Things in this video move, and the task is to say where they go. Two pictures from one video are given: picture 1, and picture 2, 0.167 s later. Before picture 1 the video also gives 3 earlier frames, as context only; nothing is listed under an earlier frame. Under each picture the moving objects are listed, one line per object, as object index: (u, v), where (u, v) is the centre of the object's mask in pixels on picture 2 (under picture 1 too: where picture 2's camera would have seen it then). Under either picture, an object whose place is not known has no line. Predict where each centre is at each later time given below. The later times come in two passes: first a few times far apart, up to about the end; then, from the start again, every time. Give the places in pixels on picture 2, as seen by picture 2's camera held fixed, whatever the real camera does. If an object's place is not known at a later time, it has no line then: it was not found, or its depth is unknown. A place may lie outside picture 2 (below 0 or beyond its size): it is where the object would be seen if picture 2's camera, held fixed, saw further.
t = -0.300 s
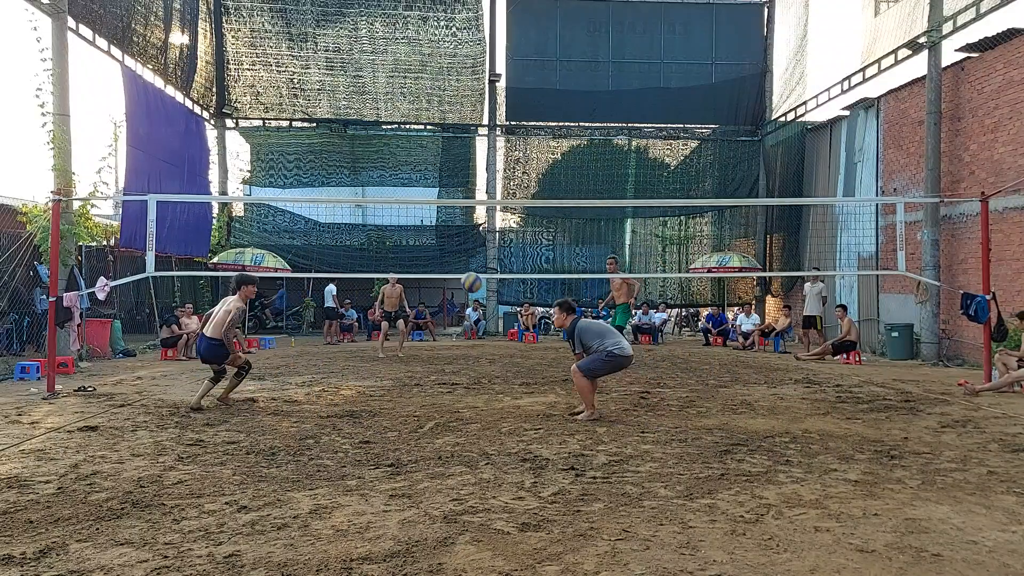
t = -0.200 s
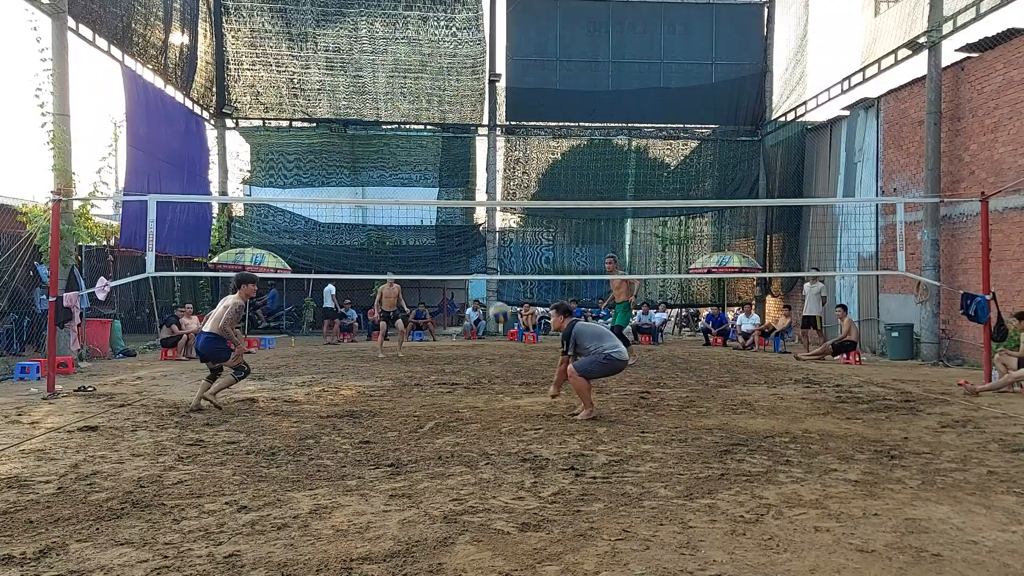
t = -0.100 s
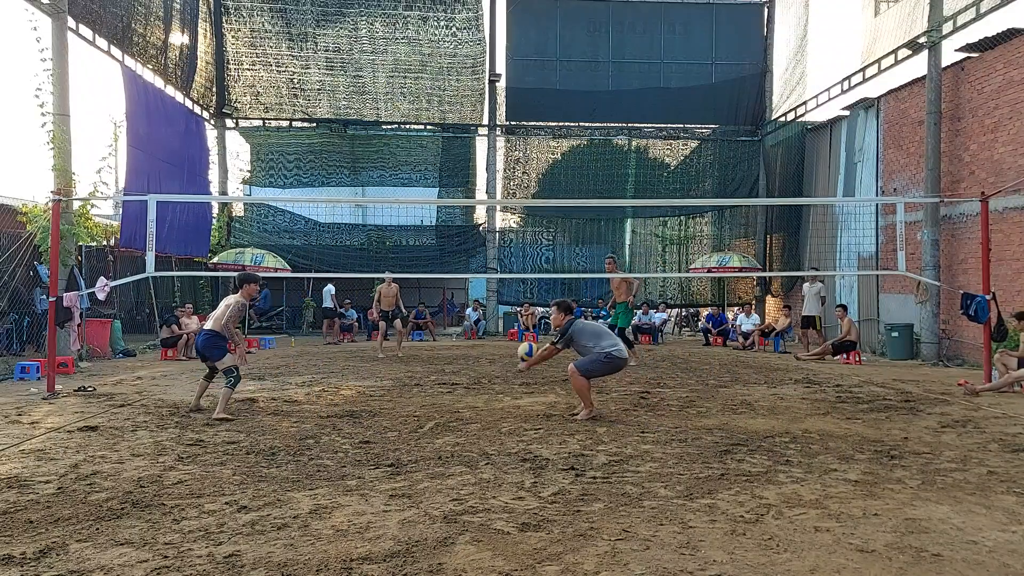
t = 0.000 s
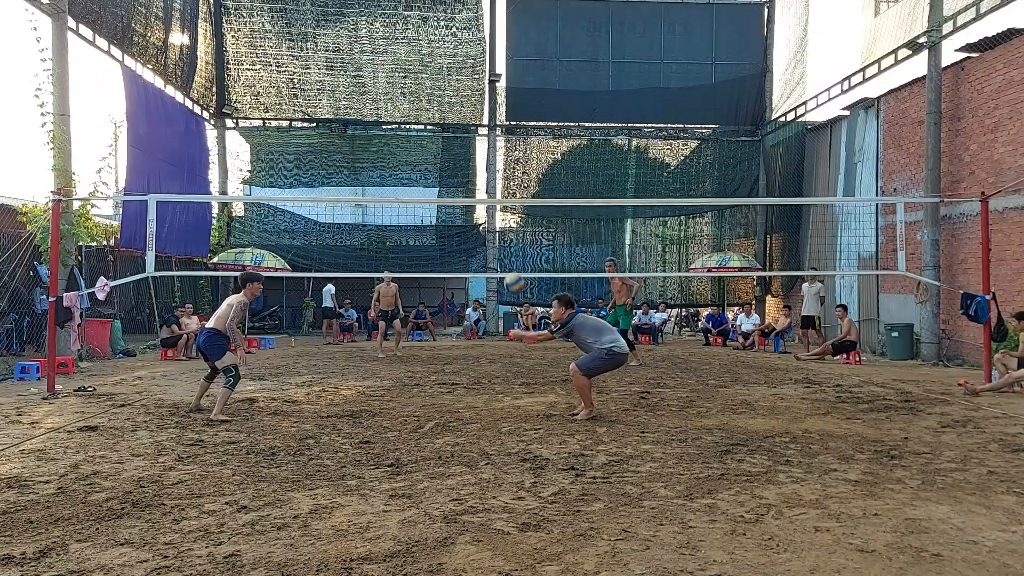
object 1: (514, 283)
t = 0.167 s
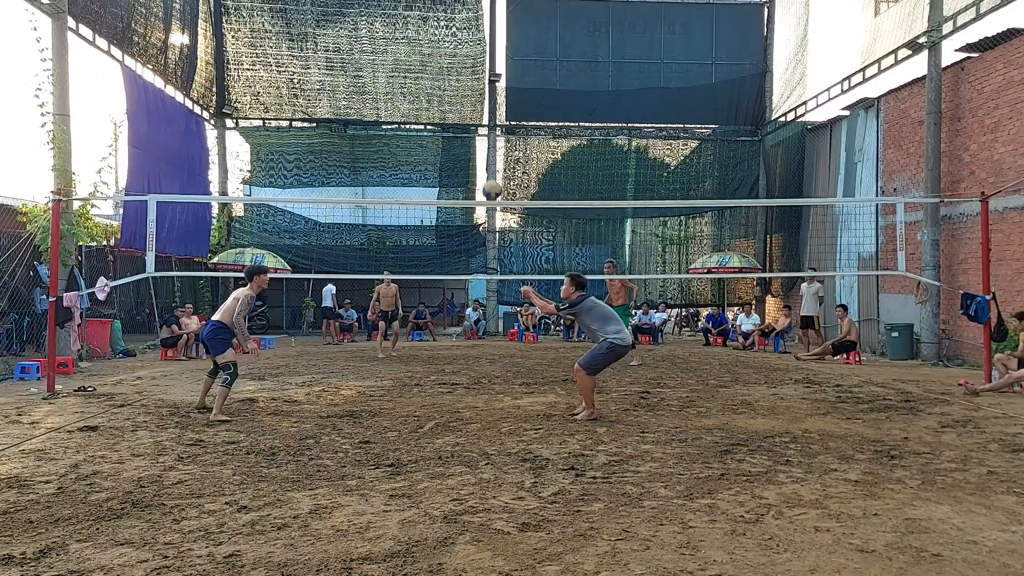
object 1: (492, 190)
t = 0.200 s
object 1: (488, 175)
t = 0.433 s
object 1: (458, 101)
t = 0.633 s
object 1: (434, 81)
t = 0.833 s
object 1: (411, 97)
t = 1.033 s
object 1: (390, 150)
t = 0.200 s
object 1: (488, 175)
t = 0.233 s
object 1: (483, 161)
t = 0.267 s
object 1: (478, 148)
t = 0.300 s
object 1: (474, 136)
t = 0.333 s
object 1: (470, 127)
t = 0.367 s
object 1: (466, 117)
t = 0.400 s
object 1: (462, 109)
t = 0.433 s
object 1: (458, 101)
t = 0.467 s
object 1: (453, 95)
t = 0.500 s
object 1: (450, 90)
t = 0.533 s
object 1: (446, 86)
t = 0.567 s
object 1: (442, 83)
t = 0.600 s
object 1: (438, 82)
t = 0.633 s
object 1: (434, 81)
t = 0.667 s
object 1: (431, 81)
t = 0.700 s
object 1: (426, 83)
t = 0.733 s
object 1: (422, 85)
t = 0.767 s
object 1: (419, 88)
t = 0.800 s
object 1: (415, 93)
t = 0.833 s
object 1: (411, 97)
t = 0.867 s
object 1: (408, 104)
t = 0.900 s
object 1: (404, 111)
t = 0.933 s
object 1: (400, 119)
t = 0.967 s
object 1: (397, 128)
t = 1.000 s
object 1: (393, 138)
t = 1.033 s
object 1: (390, 150)
